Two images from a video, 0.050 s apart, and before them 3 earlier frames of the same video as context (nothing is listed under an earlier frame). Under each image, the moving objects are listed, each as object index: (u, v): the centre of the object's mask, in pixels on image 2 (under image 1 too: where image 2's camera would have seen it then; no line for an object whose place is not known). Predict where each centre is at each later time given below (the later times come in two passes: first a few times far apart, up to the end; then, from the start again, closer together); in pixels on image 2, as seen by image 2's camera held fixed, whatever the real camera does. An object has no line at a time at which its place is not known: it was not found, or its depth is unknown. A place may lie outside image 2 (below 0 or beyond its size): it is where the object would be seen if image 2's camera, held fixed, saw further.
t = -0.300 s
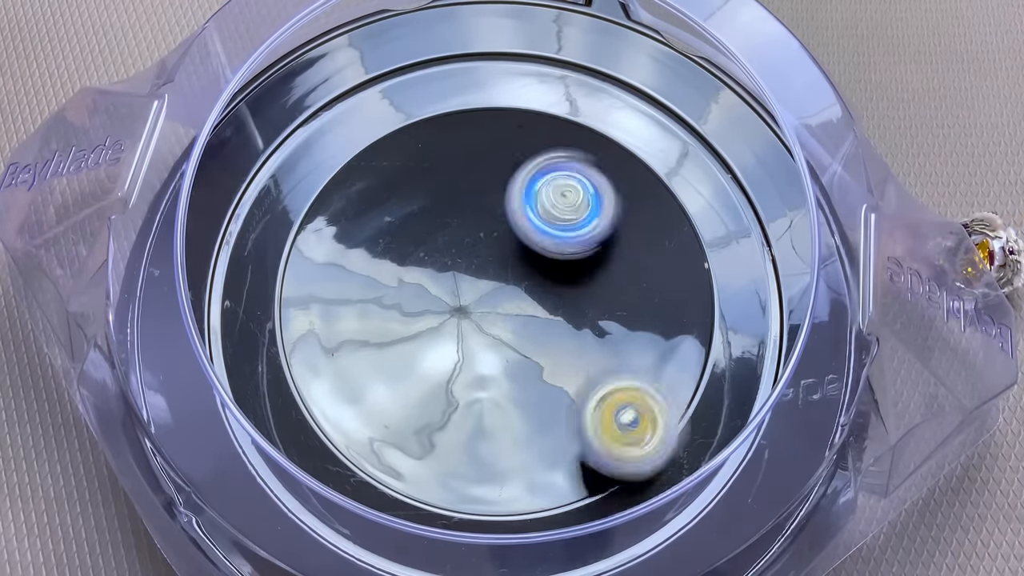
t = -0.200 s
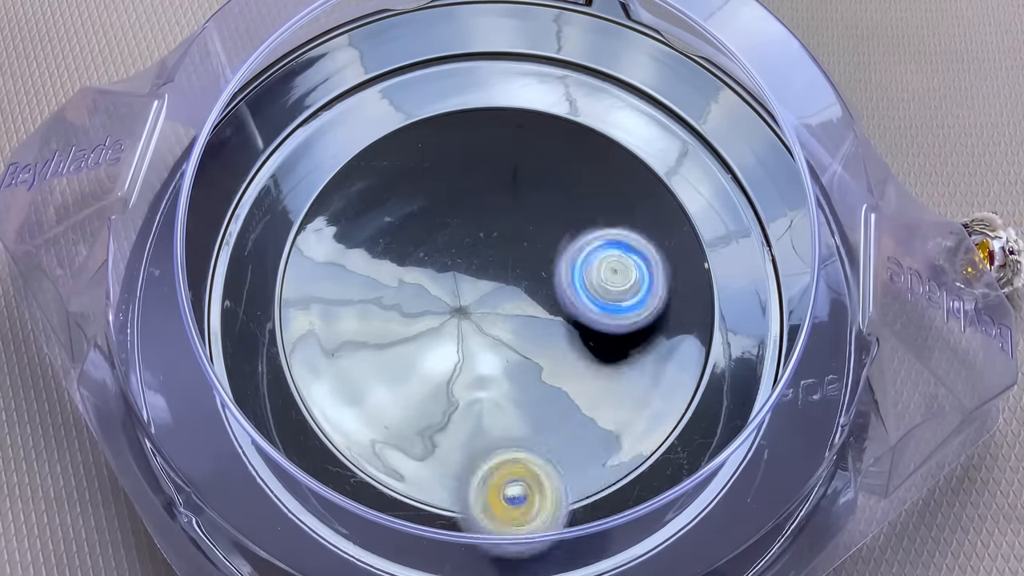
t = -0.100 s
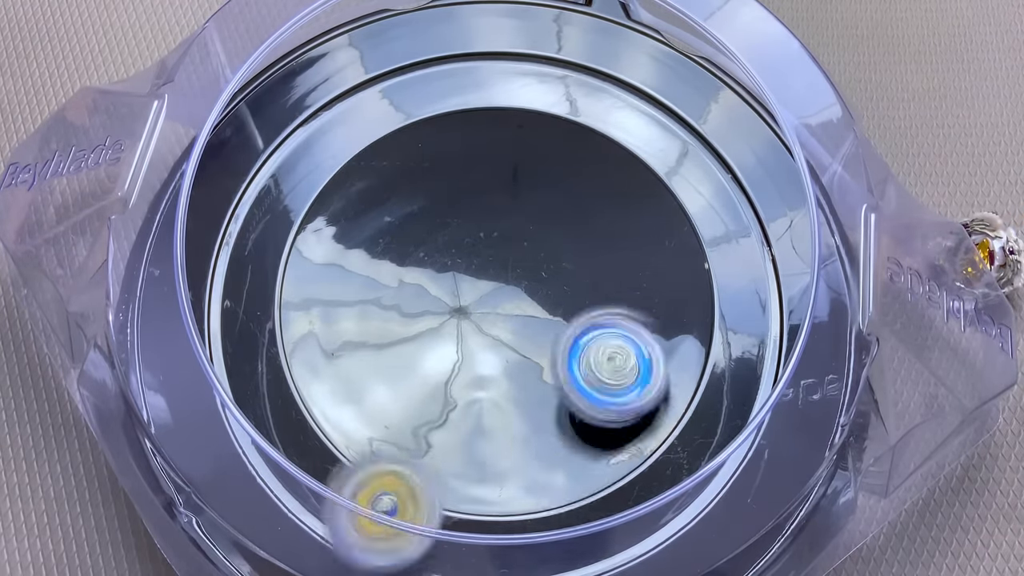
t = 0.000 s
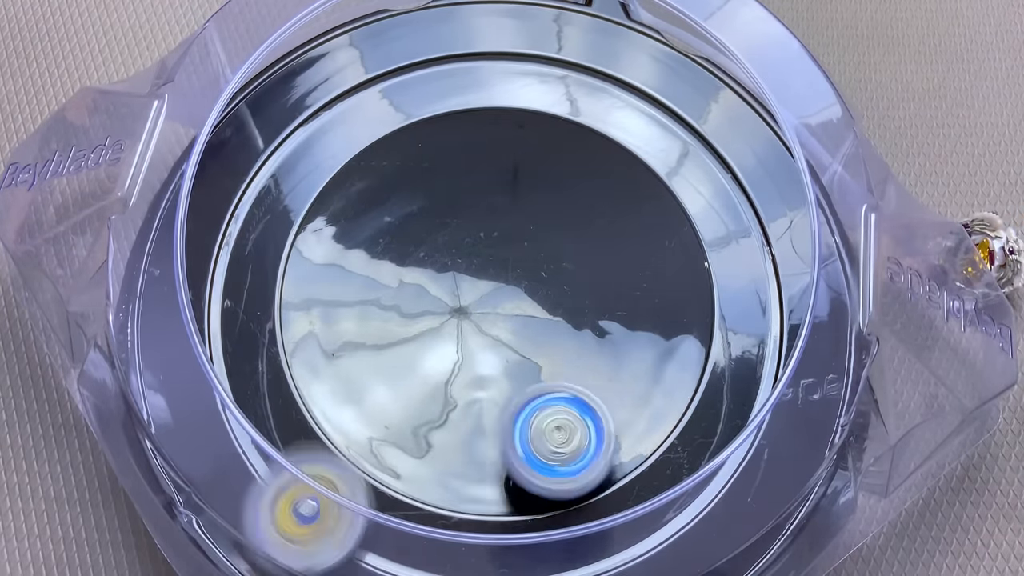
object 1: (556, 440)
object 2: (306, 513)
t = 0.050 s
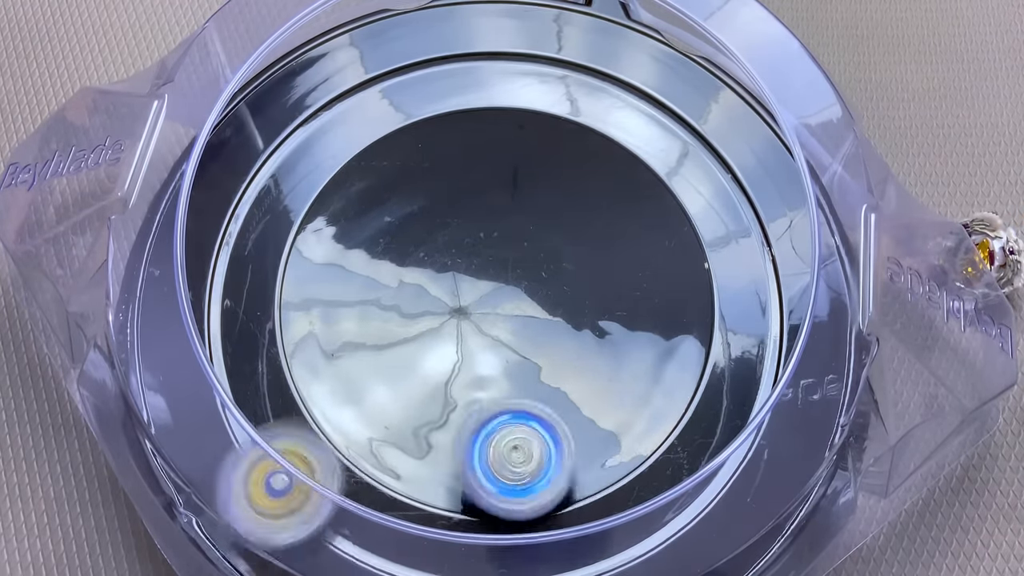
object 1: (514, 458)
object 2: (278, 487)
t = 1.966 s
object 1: (599, 341)
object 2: (623, 215)
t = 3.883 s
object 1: (465, 461)
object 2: (533, 340)
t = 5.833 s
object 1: (410, 210)
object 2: (553, 322)
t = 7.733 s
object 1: (617, 332)
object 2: (386, 223)
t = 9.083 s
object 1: (473, 256)
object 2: (511, 351)
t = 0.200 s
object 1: (385, 438)
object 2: (226, 375)
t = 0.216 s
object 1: (375, 428)
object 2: (225, 367)
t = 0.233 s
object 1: (364, 419)
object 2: (242, 353)
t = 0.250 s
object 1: (356, 404)
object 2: (240, 349)
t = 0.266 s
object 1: (346, 391)
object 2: (239, 342)
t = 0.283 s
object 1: (343, 380)
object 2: (238, 337)
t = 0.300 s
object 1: (339, 362)
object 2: (236, 331)
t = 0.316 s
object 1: (341, 353)
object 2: (232, 324)
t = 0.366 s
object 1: (349, 313)
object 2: (225, 303)
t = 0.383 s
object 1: (355, 296)
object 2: (223, 293)
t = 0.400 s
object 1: (362, 283)
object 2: (223, 281)
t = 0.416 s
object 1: (370, 271)
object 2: (223, 270)
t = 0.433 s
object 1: (378, 259)
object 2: (225, 257)
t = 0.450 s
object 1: (387, 250)
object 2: (227, 240)
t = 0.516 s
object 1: (436, 216)
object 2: (244, 195)
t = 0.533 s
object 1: (448, 211)
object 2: (247, 188)
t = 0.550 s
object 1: (462, 207)
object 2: (253, 181)
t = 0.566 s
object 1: (477, 202)
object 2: (257, 177)
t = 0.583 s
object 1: (491, 200)
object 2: (263, 171)
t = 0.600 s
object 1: (505, 200)
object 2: (267, 168)
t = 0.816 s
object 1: (652, 285)
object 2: (397, 145)
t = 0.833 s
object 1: (655, 298)
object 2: (415, 142)
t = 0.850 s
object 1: (659, 310)
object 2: (432, 142)
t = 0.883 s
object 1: (658, 335)
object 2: (468, 145)
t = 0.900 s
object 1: (660, 348)
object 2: (486, 146)
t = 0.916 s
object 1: (656, 358)
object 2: (504, 150)
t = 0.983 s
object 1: (624, 406)
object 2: (568, 184)
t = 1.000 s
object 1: (615, 417)
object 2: (581, 196)
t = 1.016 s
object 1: (602, 422)
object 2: (591, 210)
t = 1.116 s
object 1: (515, 436)
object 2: (632, 309)
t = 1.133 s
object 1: (498, 433)
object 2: (633, 326)
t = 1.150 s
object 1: (482, 427)
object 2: (629, 345)
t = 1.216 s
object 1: (434, 395)
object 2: (604, 415)
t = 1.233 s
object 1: (424, 385)
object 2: (595, 434)
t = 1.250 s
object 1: (414, 373)
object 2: (583, 445)
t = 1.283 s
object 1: (402, 350)
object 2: (550, 468)
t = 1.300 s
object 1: (394, 333)
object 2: (535, 479)
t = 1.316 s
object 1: (391, 323)
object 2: (516, 484)
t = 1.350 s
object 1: (388, 289)
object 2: (478, 488)
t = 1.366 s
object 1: (388, 275)
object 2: (458, 489)
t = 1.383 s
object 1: (391, 263)
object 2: (440, 486)
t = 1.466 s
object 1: (418, 202)
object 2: (351, 445)
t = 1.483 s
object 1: (425, 192)
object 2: (338, 432)
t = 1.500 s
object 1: (437, 185)
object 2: (326, 417)
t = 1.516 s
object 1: (446, 175)
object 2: (316, 398)
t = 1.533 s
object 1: (456, 168)
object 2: (311, 382)
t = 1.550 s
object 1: (467, 164)
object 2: (305, 363)
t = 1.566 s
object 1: (479, 159)
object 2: (306, 346)
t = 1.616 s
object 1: (514, 154)
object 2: (318, 291)
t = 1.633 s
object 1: (528, 152)
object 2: (324, 274)
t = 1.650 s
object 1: (538, 155)
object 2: (334, 256)
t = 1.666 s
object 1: (549, 158)
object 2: (345, 244)
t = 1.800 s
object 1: (620, 217)
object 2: (461, 174)
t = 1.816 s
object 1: (624, 228)
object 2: (478, 171)
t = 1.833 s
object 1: (625, 241)
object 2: (496, 171)
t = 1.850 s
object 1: (627, 254)
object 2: (514, 171)
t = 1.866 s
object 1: (628, 266)
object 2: (530, 173)
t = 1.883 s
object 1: (626, 278)
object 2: (547, 176)
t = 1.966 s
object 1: (599, 341)
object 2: (623, 215)
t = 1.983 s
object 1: (591, 351)
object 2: (635, 225)
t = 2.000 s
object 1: (578, 360)
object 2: (646, 239)
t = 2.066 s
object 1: (526, 391)
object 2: (674, 297)
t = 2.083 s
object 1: (511, 395)
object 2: (676, 314)
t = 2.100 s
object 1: (496, 395)
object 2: (678, 329)
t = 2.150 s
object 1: (453, 393)
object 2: (672, 382)
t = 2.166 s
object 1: (439, 390)
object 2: (667, 398)
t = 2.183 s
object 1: (426, 385)
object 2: (657, 414)
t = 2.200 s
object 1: (412, 378)
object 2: (644, 430)
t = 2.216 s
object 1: (400, 373)
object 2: (631, 439)
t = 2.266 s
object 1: (369, 346)
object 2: (582, 463)
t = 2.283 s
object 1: (360, 336)
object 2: (565, 469)
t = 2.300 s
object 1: (353, 326)
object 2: (544, 473)
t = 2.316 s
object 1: (348, 316)
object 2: (525, 471)
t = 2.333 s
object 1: (342, 302)
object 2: (504, 468)
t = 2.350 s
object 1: (337, 288)
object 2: (483, 463)
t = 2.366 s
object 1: (337, 278)
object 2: (468, 458)
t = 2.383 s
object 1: (337, 267)
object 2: (449, 450)
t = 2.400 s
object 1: (337, 254)
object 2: (433, 442)
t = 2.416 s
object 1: (339, 243)
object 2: (419, 429)
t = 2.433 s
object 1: (341, 233)
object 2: (405, 418)
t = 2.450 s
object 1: (348, 223)
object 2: (393, 406)
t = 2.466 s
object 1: (354, 213)
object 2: (380, 390)
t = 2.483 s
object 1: (362, 204)
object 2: (372, 375)
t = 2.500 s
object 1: (370, 198)
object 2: (366, 359)
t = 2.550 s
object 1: (400, 180)
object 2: (354, 309)
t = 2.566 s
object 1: (410, 177)
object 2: (355, 289)
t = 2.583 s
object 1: (421, 175)
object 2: (358, 272)
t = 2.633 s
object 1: (458, 168)
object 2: (366, 229)
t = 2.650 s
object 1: (473, 165)
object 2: (368, 223)
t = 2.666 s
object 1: (489, 163)
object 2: (372, 217)
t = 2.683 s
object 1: (504, 162)
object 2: (380, 209)
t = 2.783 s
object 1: (577, 186)
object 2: (443, 169)
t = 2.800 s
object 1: (588, 192)
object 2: (456, 165)
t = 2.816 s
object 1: (596, 200)
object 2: (471, 163)
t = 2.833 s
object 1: (605, 208)
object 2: (486, 164)
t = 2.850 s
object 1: (613, 218)
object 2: (500, 166)
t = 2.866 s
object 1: (621, 228)
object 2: (514, 170)
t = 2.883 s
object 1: (629, 238)
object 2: (528, 176)
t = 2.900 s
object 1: (634, 248)
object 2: (540, 182)
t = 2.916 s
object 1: (638, 260)
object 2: (551, 191)
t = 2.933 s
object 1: (642, 271)
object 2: (561, 200)
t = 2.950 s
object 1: (654, 286)
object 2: (562, 205)
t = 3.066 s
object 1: (721, 419)
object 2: (537, 277)
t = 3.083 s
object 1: (729, 435)
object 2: (531, 290)
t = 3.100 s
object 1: (739, 450)
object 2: (522, 302)
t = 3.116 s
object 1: (742, 461)
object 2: (514, 312)
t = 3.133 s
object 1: (740, 468)
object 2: (503, 320)
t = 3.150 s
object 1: (733, 475)
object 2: (493, 325)
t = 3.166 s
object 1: (726, 482)
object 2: (479, 332)
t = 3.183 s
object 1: (720, 488)
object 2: (467, 337)
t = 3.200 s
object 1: (713, 496)
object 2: (456, 340)
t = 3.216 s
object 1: (704, 501)
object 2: (444, 340)
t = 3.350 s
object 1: (646, 526)
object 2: (362, 299)
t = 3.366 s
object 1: (642, 529)
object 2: (354, 289)
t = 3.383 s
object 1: (637, 532)
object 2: (350, 280)
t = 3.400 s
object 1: (630, 534)
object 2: (346, 266)
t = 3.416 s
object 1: (619, 535)
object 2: (347, 255)
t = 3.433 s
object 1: (609, 536)
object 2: (349, 246)
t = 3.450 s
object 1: (597, 537)
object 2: (354, 234)
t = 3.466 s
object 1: (585, 539)
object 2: (363, 228)
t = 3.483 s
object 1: (575, 539)
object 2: (372, 221)
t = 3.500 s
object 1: (565, 541)
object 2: (385, 218)
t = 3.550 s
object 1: (550, 541)
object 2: (424, 215)
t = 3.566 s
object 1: (548, 540)
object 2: (438, 216)
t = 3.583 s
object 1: (550, 531)
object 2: (451, 220)
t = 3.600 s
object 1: (551, 531)
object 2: (464, 224)
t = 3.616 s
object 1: (554, 528)
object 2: (476, 231)
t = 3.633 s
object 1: (555, 525)
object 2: (487, 237)
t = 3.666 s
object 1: (558, 515)
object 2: (507, 256)
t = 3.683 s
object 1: (560, 510)
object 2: (517, 266)
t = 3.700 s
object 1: (559, 503)
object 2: (524, 277)
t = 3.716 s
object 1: (557, 499)
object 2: (532, 286)
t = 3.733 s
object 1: (554, 493)
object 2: (536, 298)
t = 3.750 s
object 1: (547, 483)
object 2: (540, 307)
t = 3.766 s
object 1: (539, 478)
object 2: (542, 319)
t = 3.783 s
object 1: (530, 472)
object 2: (542, 329)
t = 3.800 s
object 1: (520, 467)
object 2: (542, 342)
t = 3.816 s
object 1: (507, 460)
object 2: (540, 353)
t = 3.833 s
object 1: (498, 464)
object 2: (539, 352)
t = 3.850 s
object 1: (489, 468)
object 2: (537, 347)
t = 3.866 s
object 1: (477, 467)
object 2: (537, 345)
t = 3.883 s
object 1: (465, 461)
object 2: (533, 340)
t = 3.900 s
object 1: (455, 458)
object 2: (531, 337)
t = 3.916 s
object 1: (446, 453)
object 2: (527, 335)
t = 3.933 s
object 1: (437, 446)
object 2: (524, 334)
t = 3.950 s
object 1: (429, 438)
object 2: (522, 335)
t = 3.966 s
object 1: (421, 430)
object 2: (519, 334)
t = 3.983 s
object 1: (414, 421)
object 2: (517, 332)
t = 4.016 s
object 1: (402, 403)
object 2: (513, 327)
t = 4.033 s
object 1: (398, 393)
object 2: (511, 324)
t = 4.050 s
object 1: (394, 383)
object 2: (510, 320)
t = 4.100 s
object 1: (387, 351)
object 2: (508, 307)
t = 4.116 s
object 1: (387, 337)
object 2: (508, 303)
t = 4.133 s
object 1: (387, 326)
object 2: (509, 300)
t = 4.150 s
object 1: (391, 312)
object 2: (511, 294)
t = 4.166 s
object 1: (394, 300)
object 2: (512, 291)
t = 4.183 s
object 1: (397, 289)
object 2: (513, 288)
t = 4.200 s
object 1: (399, 277)
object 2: (516, 285)
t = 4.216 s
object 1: (404, 267)
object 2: (520, 281)
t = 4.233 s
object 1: (408, 258)
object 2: (521, 279)
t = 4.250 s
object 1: (414, 248)
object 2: (525, 277)
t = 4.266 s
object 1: (420, 238)
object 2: (529, 276)
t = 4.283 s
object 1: (424, 230)
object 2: (536, 275)
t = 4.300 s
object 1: (429, 221)
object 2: (543, 276)
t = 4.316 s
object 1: (436, 214)
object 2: (551, 277)
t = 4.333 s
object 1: (444, 207)
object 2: (556, 280)
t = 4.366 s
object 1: (460, 194)
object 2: (569, 289)
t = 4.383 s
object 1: (469, 189)
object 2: (576, 296)
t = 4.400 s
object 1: (478, 184)
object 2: (579, 303)
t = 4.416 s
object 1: (487, 180)
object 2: (581, 312)
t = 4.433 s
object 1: (497, 177)
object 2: (580, 319)
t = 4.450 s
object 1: (506, 174)
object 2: (578, 327)
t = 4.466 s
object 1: (516, 172)
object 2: (573, 333)
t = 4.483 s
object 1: (525, 172)
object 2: (565, 340)
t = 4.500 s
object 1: (535, 171)
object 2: (558, 343)
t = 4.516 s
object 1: (544, 172)
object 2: (548, 346)
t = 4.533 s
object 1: (553, 174)
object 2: (538, 347)
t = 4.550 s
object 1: (562, 177)
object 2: (524, 346)
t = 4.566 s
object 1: (570, 180)
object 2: (512, 341)
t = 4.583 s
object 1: (579, 185)
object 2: (502, 338)
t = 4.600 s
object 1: (586, 189)
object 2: (495, 333)
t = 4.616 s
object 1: (593, 195)
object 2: (486, 326)
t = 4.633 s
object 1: (600, 201)
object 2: (481, 317)
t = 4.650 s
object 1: (606, 208)
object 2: (474, 307)
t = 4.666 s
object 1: (610, 216)
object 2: (471, 298)
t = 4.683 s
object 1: (614, 225)
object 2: (469, 287)
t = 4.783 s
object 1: (615, 282)
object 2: (478, 236)
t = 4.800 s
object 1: (613, 291)
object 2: (482, 228)
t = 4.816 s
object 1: (609, 301)
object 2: (491, 222)
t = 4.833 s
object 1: (604, 310)
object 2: (497, 216)
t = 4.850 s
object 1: (599, 318)
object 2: (507, 214)
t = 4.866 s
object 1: (592, 327)
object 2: (515, 211)
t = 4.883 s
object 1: (585, 335)
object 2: (524, 212)
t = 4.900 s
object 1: (577, 342)
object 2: (533, 213)
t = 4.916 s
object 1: (567, 349)
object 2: (540, 219)
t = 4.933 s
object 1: (558, 356)
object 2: (548, 224)
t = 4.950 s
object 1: (548, 360)
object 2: (552, 232)
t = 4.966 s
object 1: (536, 365)
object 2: (557, 240)
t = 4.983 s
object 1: (525, 369)
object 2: (557, 248)
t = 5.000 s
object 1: (515, 372)
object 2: (559, 259)
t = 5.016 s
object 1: (502, 372)
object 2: (557, 267)
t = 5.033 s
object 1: (492, 373)
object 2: (555, 278)
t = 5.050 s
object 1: (481, 374)
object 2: (551, 286)
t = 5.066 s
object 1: (467, 376)
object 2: (548, 290)
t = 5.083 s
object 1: (452, 380)
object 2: (549, 288)
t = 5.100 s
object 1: (438, 385)
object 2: (549, 285)
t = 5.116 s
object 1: (424, 385)
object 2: (548, 284)
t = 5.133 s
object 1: (413, 383)
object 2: (548, 280)
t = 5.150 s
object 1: (402, 377)
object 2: (547, 276)
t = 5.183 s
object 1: (384, 371)
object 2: (548, 272)
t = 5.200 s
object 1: (376, 367)
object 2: (549, 270)
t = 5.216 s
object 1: (366, 363)
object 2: (548, 269)
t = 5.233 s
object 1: (355, 359)
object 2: (546, 268)
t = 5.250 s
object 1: (350, 351)
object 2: (545, 266)
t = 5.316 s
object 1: (325, 321)
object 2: (538, 260)
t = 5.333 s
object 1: (321, 313)
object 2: (537, 258)
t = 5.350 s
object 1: (319, 305)
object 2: (536, 259)
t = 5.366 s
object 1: (318, 294)
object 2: (531, 258)
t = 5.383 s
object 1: (318, 286)
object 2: (527, 257)
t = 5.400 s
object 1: (319, 277)
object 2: (524, 256)
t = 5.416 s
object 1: (321, 269)
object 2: (520, 254)
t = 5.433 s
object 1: (324, 262)
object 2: (519, 253)
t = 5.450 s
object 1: (328, 255)
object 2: (515, 253)
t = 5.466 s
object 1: (332, 249)
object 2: (512, 253)
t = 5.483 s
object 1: (338, 243)
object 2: (508, 252)
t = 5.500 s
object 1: (344, 237)
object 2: (504, 252)
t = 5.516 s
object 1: (352, 232)
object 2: (499, 250)
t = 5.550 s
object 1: (368, 222)
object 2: (493, 249)
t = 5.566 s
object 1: (377, 219)
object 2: (490, 246)
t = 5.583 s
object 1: (379, 217)
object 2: (496, 246)
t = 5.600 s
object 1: (375, 214)
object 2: (506, 246)
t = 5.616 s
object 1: (372, 213)
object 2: (518, 246)
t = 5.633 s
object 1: (367, 213)
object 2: (529, 248)
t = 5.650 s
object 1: (366, 212)
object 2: (538, 250)
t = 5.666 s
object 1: (366, 212)
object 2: (545, 254)
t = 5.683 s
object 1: (367, 210)
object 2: (552, 258)
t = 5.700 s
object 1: (369, 205)
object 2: (558, 263)
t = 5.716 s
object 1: (373, 203)
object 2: (563, 271)
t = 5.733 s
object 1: (377, 201)
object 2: (564, 279)
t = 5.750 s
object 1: (382, 201)
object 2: (565, 285)
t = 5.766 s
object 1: (387, 202)
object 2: (568, 293)
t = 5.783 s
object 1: (390, 203)
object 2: (567, 303)
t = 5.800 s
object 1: (396, 204)
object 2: (562, 311)
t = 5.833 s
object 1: (410, 210)
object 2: (553, 322)
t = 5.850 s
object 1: (418, 214)
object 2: (549, 331)
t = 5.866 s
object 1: (425, 220)
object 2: (538, 335)
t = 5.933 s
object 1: (446, 242)
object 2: (502, 341)
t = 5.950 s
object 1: (449, 245)
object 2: (500, 343)
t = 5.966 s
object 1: (443, 240)
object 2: (516, 361)
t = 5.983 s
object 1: (431, 238)
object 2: (526, 378)
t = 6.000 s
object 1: (425, 234)
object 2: (541, 389)
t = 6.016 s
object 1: (422, 236)
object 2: (551, 401)
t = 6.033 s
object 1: (417, 239)
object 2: (559, 410)
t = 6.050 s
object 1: (415, 240)
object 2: (571, 417)
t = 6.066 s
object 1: (415, 243)
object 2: (574, 423)
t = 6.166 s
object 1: (406, 264)
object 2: (597, 444)
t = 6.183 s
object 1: (402, 270)
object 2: (598, 446)
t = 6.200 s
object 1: (403, 272)
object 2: (602, 448)
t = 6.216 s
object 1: (405, 276)
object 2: (607, 451)
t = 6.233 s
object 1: (401, 282)
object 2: (612, 450)
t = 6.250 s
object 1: (402, 284)
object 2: (618, 452)
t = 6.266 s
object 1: (404, 288)
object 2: (622, 453)
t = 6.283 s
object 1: (400, 294)
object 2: (628, 451)
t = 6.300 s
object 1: (403, 296)
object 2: (628, 452)
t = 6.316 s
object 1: (404, 301)
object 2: (631, 450)
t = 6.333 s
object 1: (402, 307)
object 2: (632, 449)
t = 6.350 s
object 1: (405, 308)
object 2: (632, 444)
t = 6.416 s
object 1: (411, 327)
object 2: (631, 427)
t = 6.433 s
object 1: (411, 331)
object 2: (631, 420)
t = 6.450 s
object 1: (414, 333)
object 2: (630, 414)
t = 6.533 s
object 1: (426, 349)
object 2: (618, 379)
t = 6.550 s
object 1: (430, 352)
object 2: (615, 372)
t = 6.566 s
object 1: (434, 356)
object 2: (610, 367)
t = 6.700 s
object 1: (461, 374)
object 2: (567, 327)
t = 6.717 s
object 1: (463, 376)
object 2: (562, 322)
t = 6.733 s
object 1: (463, 382)
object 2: (557, 306)
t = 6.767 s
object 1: (458, 395)
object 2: (550, 272)
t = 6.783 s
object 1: (457, 402)
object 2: (542, 258)
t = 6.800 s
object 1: (452, 407)
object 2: (541, 247)
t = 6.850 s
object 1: (449, 413)
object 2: (523, 206)
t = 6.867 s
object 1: (446, 420)
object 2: (512, 196)
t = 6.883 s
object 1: (444, 420)
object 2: (508, 185)
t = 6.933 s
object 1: (441, 421)
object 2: (485, 156)
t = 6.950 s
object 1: (440, 423)
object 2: (478, 152)
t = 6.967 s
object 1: (438, 418)
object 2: (475, 148)
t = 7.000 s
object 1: (439, 414)
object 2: (467, 137)
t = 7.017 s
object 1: (441, 411)
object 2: (464, 134)
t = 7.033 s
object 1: (440, 406)
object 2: (458, 134)
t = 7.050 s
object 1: (443, 400)
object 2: (455, 136)
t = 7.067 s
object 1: (441, 399)
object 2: (456, 134)
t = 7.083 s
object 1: (444, 389)
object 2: (456, 135)
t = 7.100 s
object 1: (448, 386)
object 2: (455, 138)
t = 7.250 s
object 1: (469, 341)
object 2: (459, 159)
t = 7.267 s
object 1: (467, 339)
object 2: (460, 166)
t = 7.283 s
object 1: (475, 327)
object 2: (464, 169)
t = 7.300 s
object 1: (478, 325)
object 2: (463, 171)
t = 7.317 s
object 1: (477, 316)
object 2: (464, 181)
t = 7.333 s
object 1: (482, 312)
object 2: (467, 188)
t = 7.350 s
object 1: (482, 307)
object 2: (466, 193)
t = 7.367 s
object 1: (491, 302)
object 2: (462, 199)
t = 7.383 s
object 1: (502, 314)
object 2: (449, 186)
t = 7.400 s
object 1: (522, 319)
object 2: (435, 176)
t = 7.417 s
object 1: (536, 322)
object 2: (423, 169)
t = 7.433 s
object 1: (552, 335)
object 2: (412, 166)
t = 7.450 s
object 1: (565, 335)
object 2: (402, 161)
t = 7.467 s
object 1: (576, 339)
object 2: (393, 154)
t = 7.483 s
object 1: (590, 346)
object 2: (387, 151)
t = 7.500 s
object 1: (597, 348)
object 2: (378, 151)
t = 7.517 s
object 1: (603, 353)
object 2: (373, 153)
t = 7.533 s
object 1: (614, 353)
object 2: (372, 157)
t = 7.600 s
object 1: (618, 349)
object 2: (368, 173)
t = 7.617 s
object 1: (622, 350)
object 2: (369, 180)
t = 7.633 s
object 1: (624, 345)
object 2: (372, 189)
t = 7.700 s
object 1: (620, 338)
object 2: (381, 208)
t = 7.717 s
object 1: (622, 335)
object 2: (383, 214)
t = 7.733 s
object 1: (617, 332)
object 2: (386, 223)
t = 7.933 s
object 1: (558, 321)
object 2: (451, 323)
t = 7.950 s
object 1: (549, 318)
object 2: (454, 329)
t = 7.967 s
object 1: (543, 307)
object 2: (454, 339)
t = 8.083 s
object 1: (499, 270)
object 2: (452, 375)
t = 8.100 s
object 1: (493, 265)
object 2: (451, 375)
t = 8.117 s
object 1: (486, 262)
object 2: (451, 375)
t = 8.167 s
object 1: (469, 254)
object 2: (453, 370)
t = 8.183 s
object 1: (464, 252)
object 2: (453, 369)
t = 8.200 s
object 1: (459, 250)
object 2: (453, 367)
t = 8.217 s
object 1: (455, 251)
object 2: (453, 366)
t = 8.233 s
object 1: (452, 249)
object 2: (453, 366)
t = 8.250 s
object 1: (448, 249)
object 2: (453, 365)
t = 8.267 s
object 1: (443, 248)
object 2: (453, 365)
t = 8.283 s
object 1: (440, 249)
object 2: (453, 365)
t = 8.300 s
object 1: (438, 251)
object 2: (453, 365)
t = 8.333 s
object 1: (436, 254)
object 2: (454, 367)
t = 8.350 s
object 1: (433, 256)
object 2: (454, 367)
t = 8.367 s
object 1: (432, 259)
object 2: (455, 368)
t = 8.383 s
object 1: (432, 263)
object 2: (455, 369)
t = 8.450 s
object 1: (428, 270)
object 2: (458, 373)
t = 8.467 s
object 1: (427, 273)
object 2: (462, 378)
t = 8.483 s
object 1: (428, 274)
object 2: (465, 382)
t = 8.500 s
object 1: (428, 273)
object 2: (467, 383)
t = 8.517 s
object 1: (429, 274)
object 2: (470, 383)
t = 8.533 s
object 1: (430, 276)
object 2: (473, 381)
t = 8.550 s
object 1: (433, 279)
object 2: (475, 377)
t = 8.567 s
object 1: (438, 283)
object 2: (478, 374)
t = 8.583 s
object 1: (440, 282)
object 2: (482, 373)
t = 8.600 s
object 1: (438, 281)
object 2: (489, 374)
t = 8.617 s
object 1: (437, 279)
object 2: (495, 374)
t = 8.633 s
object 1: (434, 277)
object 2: (497, 372)
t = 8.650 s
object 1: (434, 277)
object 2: (499, 370)
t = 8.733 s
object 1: (447, 279)
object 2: (508, 357)
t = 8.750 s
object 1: (449, 278)
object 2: (511, 356)
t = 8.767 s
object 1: (452, 275)
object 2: (513, 355)
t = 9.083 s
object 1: (473, 256)
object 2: (511, 351)
